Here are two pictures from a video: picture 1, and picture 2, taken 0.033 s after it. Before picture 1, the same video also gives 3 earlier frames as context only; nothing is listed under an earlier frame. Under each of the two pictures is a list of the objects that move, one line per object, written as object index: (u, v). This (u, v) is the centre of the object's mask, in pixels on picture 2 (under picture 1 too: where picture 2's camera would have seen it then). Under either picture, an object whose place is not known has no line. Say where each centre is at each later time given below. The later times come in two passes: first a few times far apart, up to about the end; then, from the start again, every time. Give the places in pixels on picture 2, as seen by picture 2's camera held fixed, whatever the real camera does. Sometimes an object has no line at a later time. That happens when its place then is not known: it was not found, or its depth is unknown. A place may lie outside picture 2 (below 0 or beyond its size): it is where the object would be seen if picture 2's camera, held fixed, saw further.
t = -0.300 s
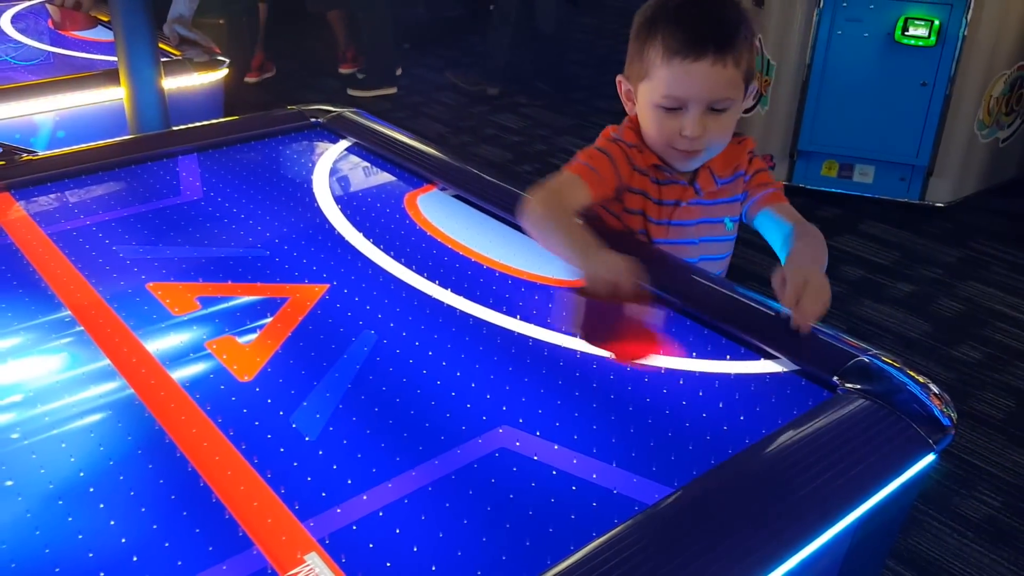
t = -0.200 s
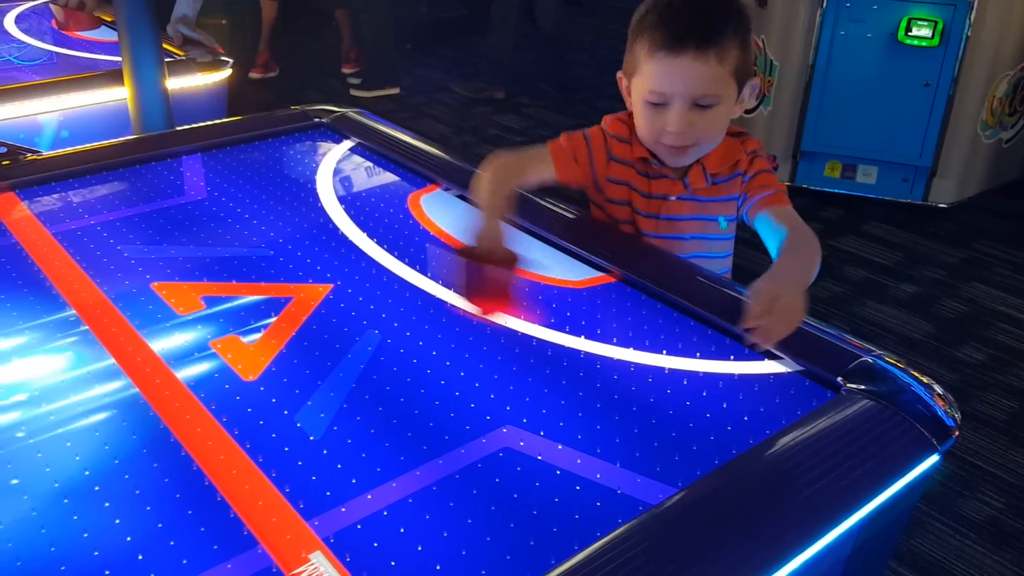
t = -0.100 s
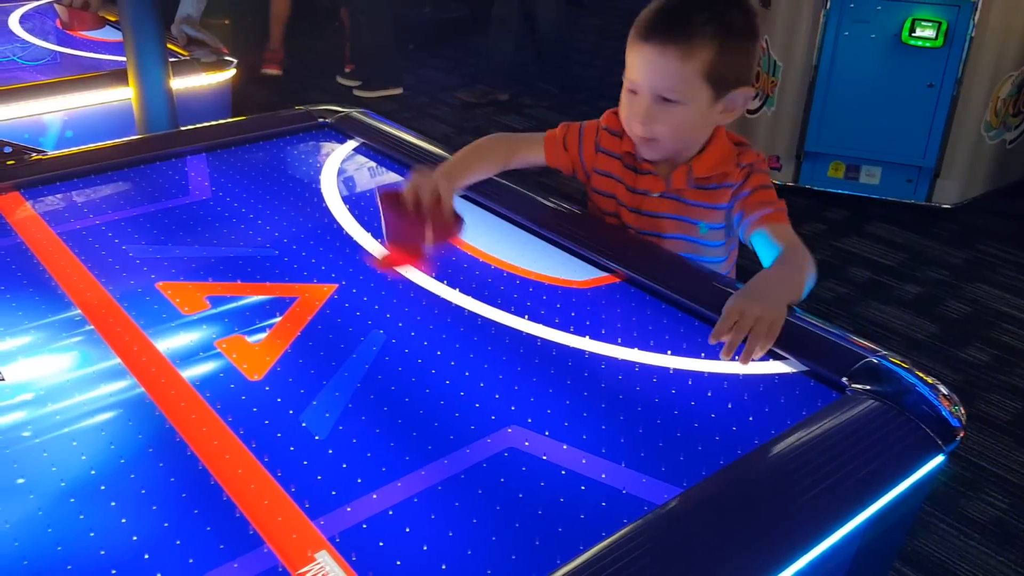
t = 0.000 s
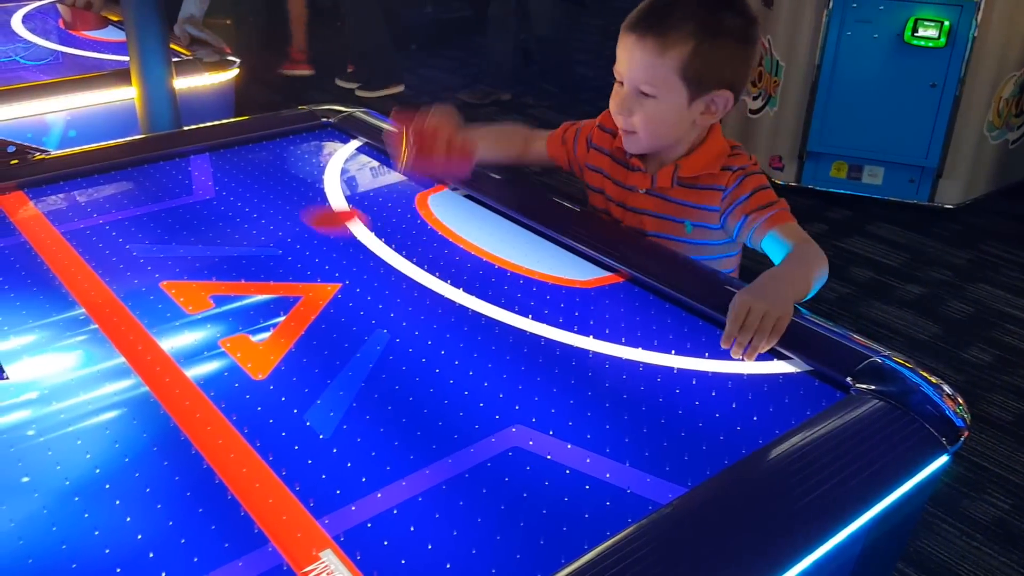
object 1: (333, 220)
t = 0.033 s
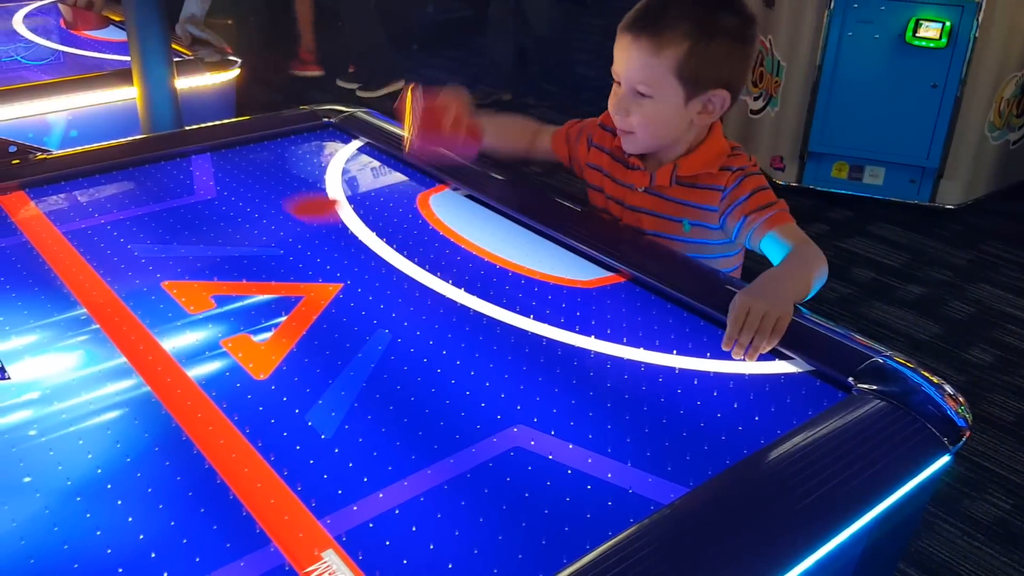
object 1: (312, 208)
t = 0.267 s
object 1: (230, 161)
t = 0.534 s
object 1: (313, 235)
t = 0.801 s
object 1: (437, 340)
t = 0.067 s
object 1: (297, 198)
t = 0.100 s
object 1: (280, 187)
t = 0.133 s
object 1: (262, 177)
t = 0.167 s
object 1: (245, 167)
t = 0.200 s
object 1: (231, 159)
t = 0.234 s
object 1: (222, 155)
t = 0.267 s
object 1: (230, 161)
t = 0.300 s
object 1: (238, 169)
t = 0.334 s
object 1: (247, 177)
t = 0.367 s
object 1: (257, 186)
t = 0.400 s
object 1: (267, 195)
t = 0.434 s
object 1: (278, 204)
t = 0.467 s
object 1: (289, 214)
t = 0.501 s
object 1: (300, 224)
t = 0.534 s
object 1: (313, 235)
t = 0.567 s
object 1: (326, 246)
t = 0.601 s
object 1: (340, 258)
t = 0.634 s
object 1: (354, 270)
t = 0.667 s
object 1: (369, 282)
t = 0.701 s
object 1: (384, 296)
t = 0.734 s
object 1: (401, 310)
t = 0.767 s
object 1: (418, 325)
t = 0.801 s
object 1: (437, 340)
